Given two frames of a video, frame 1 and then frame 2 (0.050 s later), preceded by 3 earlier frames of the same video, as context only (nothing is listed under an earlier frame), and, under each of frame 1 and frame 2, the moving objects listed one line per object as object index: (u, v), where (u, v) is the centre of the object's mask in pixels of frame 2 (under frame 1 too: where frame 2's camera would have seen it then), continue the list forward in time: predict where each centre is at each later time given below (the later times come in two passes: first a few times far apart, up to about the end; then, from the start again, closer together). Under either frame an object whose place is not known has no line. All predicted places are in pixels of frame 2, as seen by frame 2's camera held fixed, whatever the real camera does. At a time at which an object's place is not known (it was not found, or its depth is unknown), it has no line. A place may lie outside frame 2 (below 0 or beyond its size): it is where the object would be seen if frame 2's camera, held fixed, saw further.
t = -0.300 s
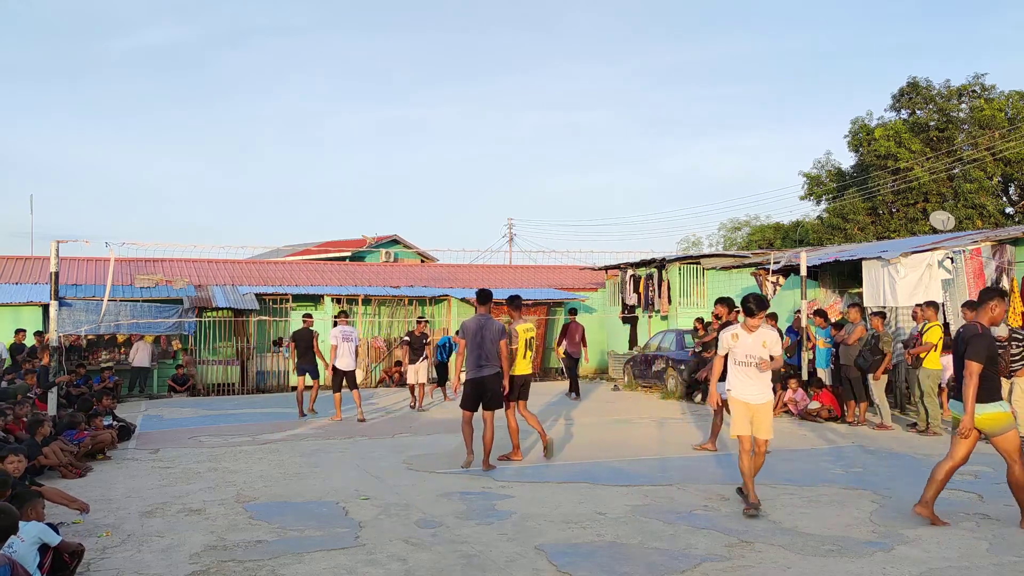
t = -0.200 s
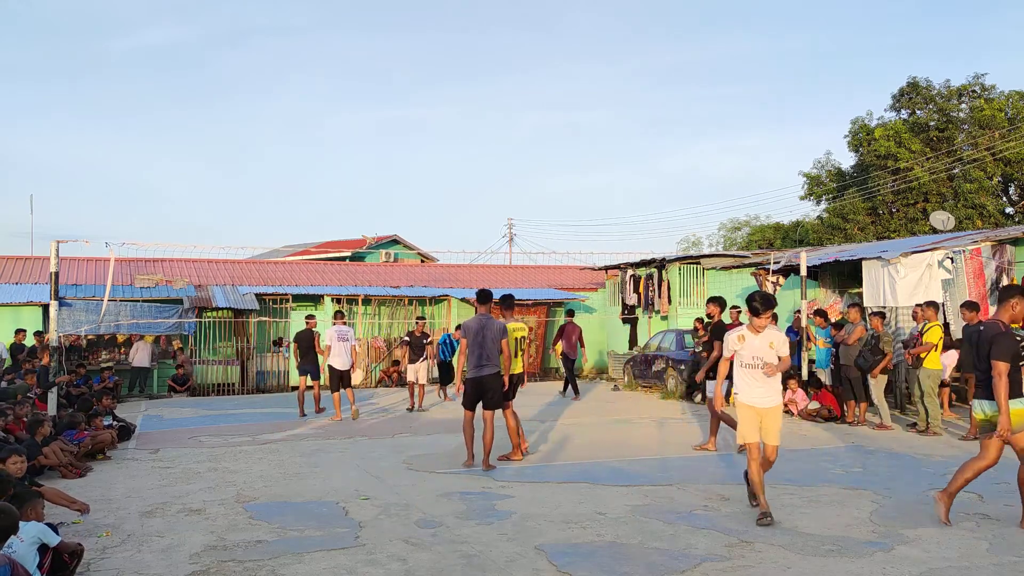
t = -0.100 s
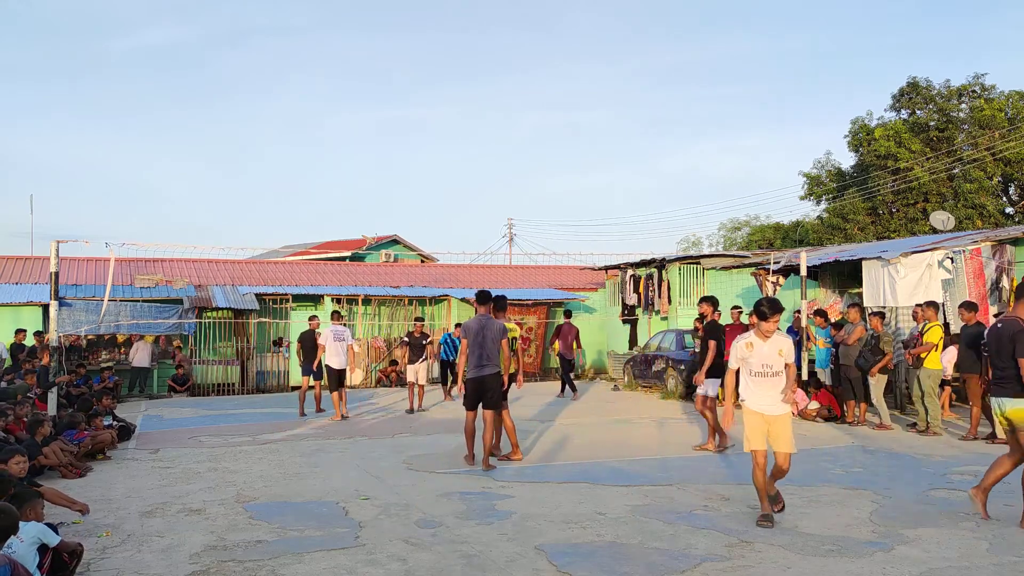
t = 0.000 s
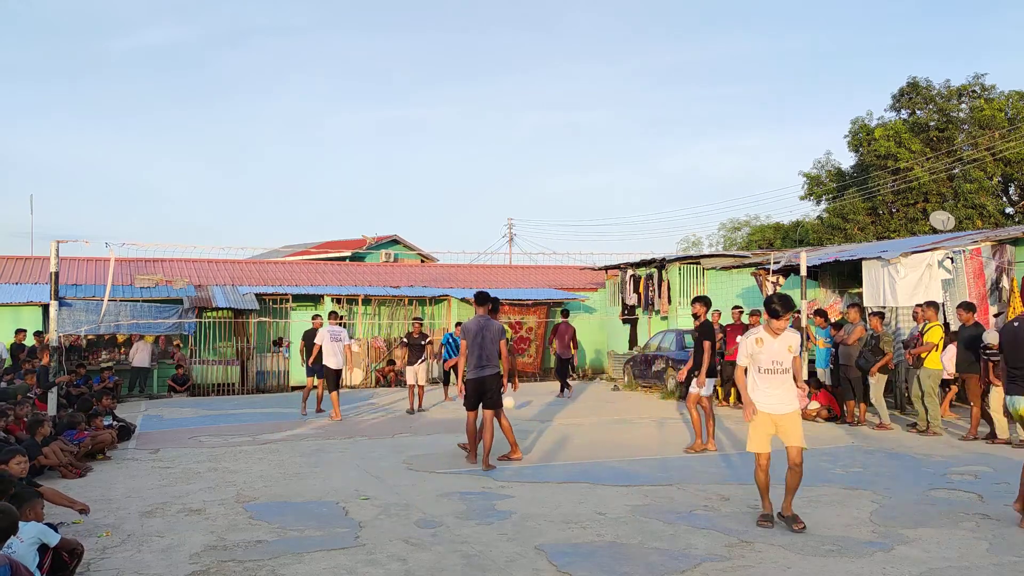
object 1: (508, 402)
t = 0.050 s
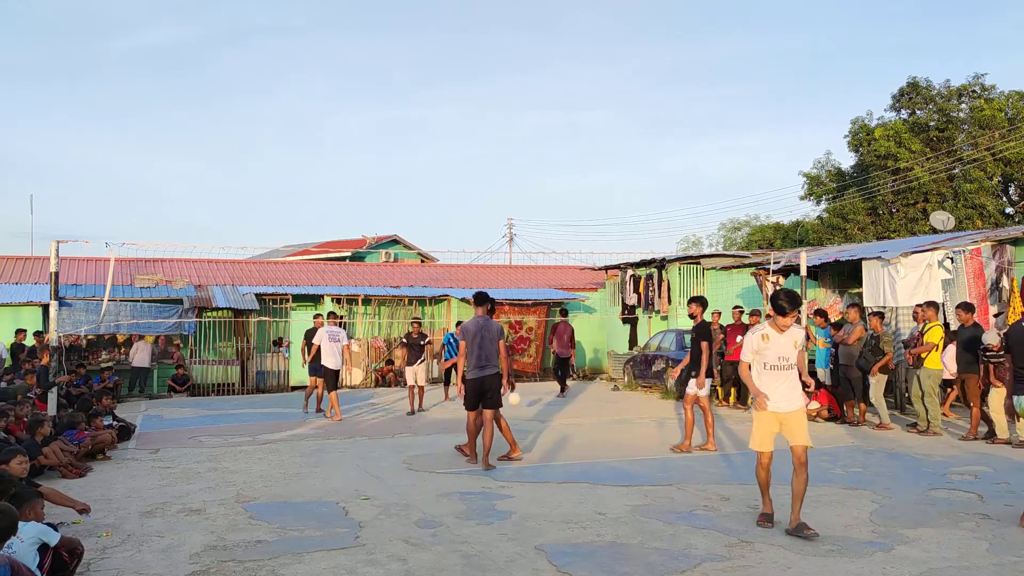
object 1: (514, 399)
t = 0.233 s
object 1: (536, 398)
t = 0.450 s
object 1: (565, 419)
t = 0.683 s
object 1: (602, 412)
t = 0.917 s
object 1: (647, 436)
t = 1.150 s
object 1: (702, 437)
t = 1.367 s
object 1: (764, 461)
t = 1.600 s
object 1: (846, 479)
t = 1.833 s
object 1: (956, 496)
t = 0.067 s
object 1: (516, 398)
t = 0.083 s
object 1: (517, 397)
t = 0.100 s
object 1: (519, 396)
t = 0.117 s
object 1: (522, 396)
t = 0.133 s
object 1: (524, 396)
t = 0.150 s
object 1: (526, 396)
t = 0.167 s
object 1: (528, 396)
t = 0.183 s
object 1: (530, 397)
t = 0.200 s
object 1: (531, 397)
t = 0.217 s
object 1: (534, 398)
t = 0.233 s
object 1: (536, 398)
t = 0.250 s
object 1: (537, 399)
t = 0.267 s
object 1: (540, 400)
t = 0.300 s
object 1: (546, 404)
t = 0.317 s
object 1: (547, 405)
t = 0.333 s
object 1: (549, 407)
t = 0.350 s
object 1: (551, 409)
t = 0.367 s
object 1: (554, 412)
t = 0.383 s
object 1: (556, 416)
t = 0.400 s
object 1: (558, 418)
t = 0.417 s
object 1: (561, 422)
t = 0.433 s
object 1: (563, 422)
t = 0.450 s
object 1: (565, 419)
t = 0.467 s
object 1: (568, 418)
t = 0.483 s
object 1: (570, 416)
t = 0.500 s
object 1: (573, 415)
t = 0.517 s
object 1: (575, 414)
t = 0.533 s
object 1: (578, 412)
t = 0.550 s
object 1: (580, 412)
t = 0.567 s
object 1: (583, 411)
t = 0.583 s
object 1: (586, 410)
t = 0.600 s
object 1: (588, 410)
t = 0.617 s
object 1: (591, 410)
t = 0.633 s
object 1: (594, 411)
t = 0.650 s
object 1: (597, 411)
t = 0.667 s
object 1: (600, 412)
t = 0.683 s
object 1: (602, 412)
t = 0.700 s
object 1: (606, 414)
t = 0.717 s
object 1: (608, 415)
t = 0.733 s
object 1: (612, 417)
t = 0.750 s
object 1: (615, 419)
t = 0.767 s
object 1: (618, 421)
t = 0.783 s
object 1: (621, 423)
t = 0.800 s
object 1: (624, 425)
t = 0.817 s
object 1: (628, 428)
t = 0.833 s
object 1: (631, 431)
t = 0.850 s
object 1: (634, 435)
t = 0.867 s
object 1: (638, 439)
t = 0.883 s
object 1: (641, 441)
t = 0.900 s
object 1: (644, 439)
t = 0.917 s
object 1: (647, 436)
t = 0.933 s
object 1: (650, 434)
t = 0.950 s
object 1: (653, 433)
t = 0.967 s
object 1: (658, 432)
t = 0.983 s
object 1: (662, 432)
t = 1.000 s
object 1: (666, 431)
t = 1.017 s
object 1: (669, 430)
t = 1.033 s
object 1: (673, 430)
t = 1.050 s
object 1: (677, 430)
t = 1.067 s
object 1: (681, 430)
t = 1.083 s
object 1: (685, 431)
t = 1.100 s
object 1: (689, 432)
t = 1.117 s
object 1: (693, 433)
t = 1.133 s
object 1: (697, 434)
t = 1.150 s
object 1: (702, 437)
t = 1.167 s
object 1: (706, 439)
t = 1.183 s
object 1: (710, 441)
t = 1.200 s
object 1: (715, 443)
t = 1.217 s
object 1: (720, 446)
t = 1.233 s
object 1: (725, 450)
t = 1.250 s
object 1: (730, 454)
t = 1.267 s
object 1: (734, 458)
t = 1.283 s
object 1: (739, 463)
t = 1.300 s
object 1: (744, 468)
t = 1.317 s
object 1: (749, 466)
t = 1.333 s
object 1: (754, 464)
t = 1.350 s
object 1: (758, 462)
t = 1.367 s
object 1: (764, 461)
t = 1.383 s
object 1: (769, 460)
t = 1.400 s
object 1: (775, 460)
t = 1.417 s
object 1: (780, 460)
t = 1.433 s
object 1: (786, 460)
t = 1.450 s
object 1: (791, 460)
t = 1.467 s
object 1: (797, 460)
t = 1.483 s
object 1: (802, 461)
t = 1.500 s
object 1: (808, 462)
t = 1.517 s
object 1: (814, 464)
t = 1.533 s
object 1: (821, 466)
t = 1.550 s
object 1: (827, 469)
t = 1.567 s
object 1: (833, 472)
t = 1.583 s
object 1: (840, 475)
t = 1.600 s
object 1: (846, 479)
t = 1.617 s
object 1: (853, 483)
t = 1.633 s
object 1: (860, 488)
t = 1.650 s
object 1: (867, 493)
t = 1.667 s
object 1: (875, 499)
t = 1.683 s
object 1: (882, 499)
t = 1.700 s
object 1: (889, 497)
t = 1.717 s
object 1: (897, 495)
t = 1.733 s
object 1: (905, 494)
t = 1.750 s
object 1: (913, 493)
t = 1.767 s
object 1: (921, 493)
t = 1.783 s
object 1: (929, 493)
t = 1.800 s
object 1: (938, 493)
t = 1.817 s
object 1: (947, 494)
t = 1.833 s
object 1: (956, 496)
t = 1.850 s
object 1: (965, 498)
